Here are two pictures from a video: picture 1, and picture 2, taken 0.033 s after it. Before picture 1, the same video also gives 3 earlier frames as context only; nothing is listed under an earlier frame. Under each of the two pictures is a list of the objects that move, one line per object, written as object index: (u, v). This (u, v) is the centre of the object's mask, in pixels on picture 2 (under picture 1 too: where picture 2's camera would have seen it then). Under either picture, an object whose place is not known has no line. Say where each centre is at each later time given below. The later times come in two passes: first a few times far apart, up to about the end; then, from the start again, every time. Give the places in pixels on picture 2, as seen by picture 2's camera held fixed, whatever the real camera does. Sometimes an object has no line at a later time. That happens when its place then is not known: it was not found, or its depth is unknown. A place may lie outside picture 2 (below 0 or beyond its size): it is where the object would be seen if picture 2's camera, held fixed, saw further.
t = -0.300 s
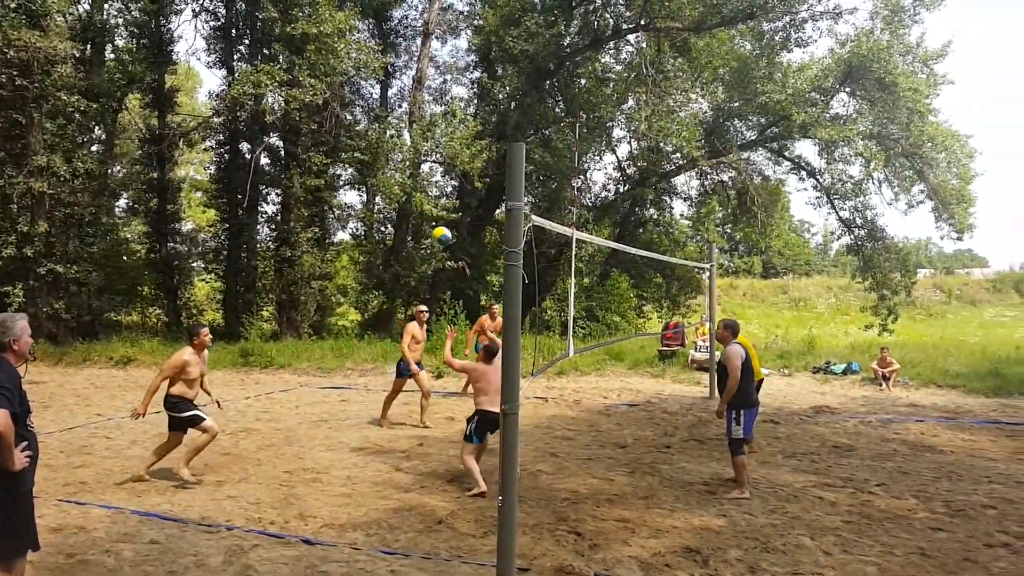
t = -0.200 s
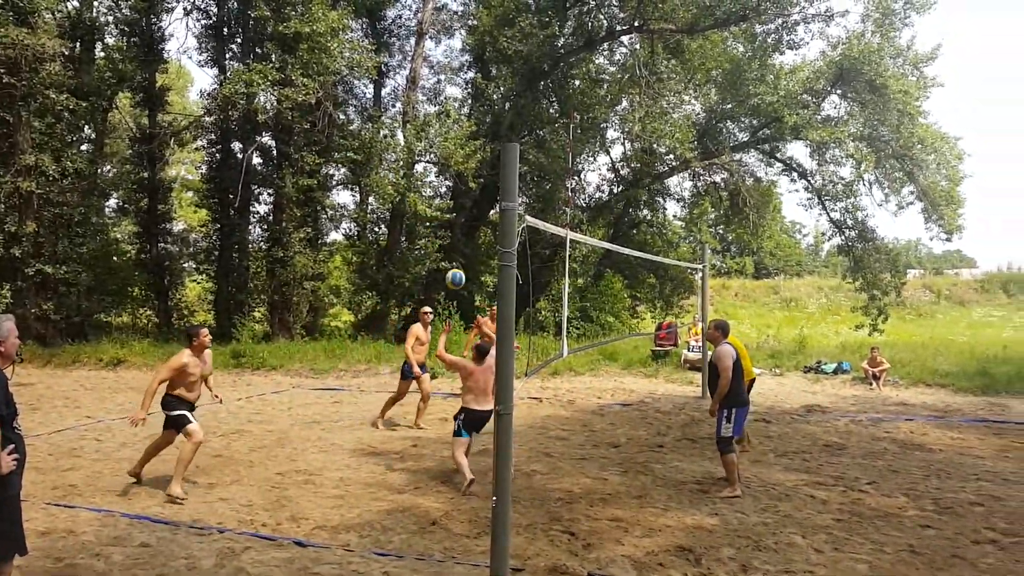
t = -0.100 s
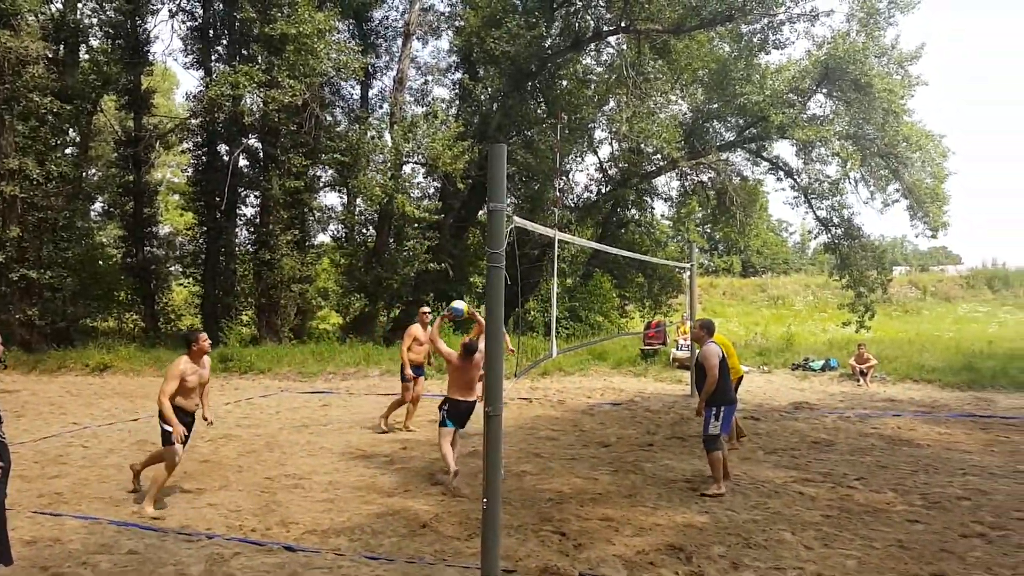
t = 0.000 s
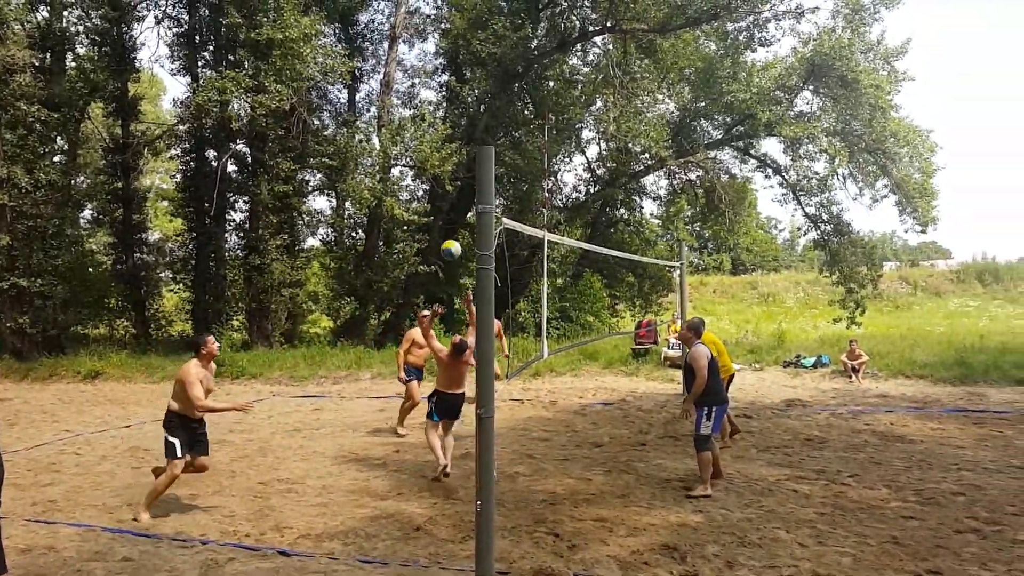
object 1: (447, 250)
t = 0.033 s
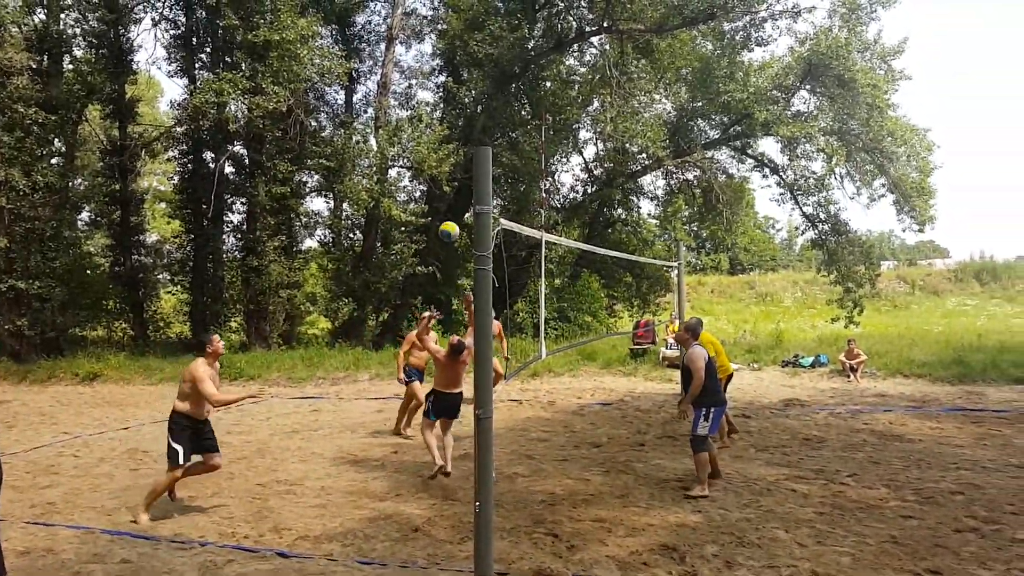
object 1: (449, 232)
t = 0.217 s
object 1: (451, 140)
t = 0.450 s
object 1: (461, 63)
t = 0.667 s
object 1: (465, 39)
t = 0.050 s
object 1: (449, 222)
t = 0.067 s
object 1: (449, 213)
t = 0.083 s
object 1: (451, 204)
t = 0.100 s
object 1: (452, 195)
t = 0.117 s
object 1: (454, 187)
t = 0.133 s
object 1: (449, 179)
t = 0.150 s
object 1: (454, 171)
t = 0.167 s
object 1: (455, 163)
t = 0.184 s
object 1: (451, 155)
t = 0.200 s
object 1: (456, 148)
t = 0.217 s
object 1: (451, 140)
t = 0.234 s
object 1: (451, 133)
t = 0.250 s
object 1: (451, 129)
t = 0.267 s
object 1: (453, 120)
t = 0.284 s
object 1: (453, 114)
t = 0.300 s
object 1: (453, 109)
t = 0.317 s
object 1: (454, 102)
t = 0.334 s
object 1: (454, 97)
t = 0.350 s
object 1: (455, 92)
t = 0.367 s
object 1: (455, 87)
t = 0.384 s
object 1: (456, 82)
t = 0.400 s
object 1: (456, 77)
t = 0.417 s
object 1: (460, 72)
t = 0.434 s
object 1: (461, 67)
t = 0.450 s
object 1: (461, 63)
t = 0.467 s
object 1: (462, 61)
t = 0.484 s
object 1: (463, 56)
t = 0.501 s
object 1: (463, 53)
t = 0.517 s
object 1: (463, 51)
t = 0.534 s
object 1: (464, 49)
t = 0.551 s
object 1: (464, 45)
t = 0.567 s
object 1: (461, 46)
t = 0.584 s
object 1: (463, 43)
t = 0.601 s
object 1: (463, 42)
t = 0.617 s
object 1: (464, 41)
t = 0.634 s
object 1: (465, 39)
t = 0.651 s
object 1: (465, 39)
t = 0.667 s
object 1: (465, 39)
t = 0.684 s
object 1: (466, 39)
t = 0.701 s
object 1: (467, 39)
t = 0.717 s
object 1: (467, 39)
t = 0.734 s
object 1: (469, 40)
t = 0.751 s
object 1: (469, 41)
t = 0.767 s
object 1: (471, 42)
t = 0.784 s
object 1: (474, 42)
